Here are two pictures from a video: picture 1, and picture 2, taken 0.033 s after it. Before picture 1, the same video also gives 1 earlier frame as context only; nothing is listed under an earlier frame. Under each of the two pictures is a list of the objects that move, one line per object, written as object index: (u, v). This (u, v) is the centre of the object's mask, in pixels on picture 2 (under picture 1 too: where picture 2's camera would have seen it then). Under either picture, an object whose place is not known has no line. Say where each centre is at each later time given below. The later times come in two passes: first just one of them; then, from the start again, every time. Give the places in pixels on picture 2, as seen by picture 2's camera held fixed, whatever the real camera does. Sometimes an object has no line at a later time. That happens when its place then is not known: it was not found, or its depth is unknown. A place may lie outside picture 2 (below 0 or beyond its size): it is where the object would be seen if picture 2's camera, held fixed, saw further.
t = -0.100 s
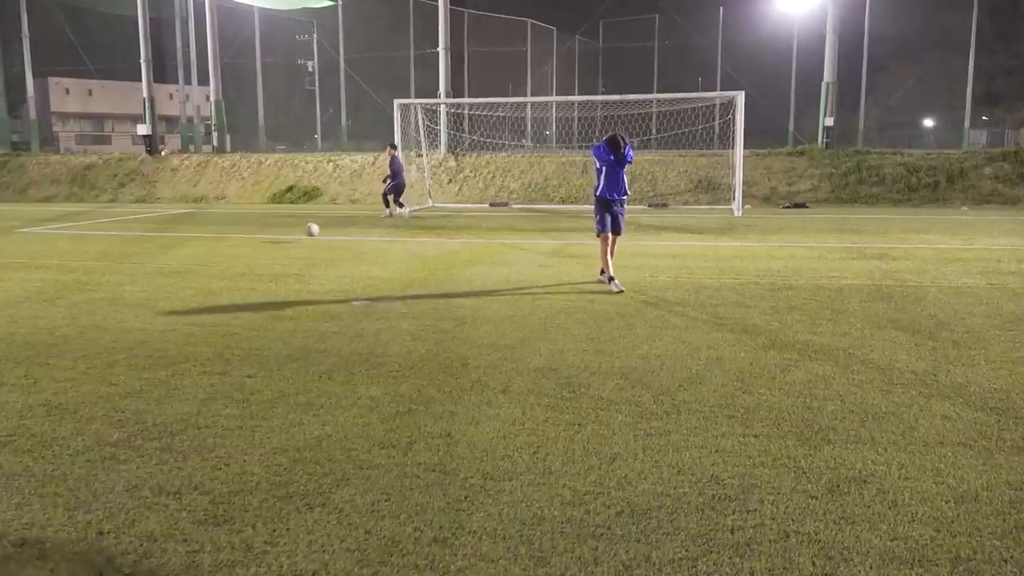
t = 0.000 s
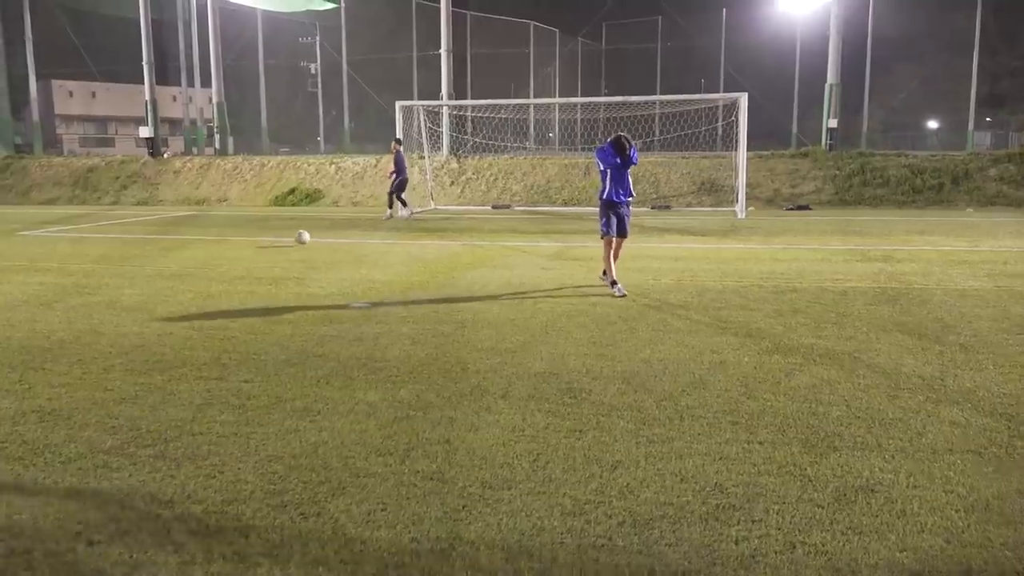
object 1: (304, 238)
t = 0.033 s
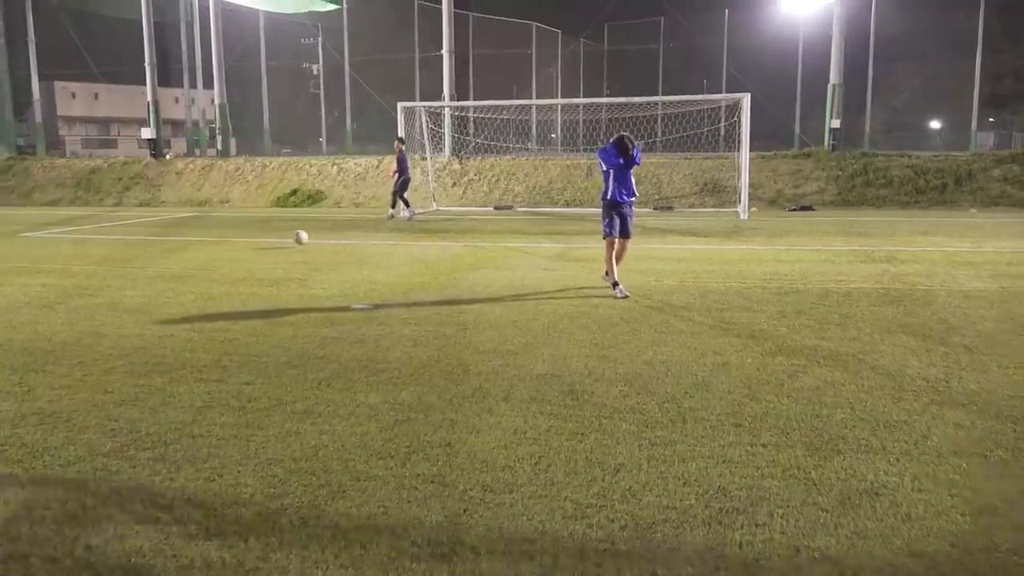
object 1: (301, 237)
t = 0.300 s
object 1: (271, 243)
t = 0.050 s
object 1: (299, 237)
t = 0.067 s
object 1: (297, 237)
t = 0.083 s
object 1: (295, 237)
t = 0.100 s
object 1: (293, 237)
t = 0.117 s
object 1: (292, 238)
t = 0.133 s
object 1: (290, 238)
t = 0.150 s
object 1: (288, 239)
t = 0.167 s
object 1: (286, 240)
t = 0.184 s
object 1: (284, 241)
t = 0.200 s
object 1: (283, 243)
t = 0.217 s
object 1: (281, 244)
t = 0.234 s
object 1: (279, 244)
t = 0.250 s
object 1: (277, 243)
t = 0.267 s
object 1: (275, 243)
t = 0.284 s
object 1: (273, 243)
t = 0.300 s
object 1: (271, 243)
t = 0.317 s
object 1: (269, 243)
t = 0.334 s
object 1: (267, 243)
